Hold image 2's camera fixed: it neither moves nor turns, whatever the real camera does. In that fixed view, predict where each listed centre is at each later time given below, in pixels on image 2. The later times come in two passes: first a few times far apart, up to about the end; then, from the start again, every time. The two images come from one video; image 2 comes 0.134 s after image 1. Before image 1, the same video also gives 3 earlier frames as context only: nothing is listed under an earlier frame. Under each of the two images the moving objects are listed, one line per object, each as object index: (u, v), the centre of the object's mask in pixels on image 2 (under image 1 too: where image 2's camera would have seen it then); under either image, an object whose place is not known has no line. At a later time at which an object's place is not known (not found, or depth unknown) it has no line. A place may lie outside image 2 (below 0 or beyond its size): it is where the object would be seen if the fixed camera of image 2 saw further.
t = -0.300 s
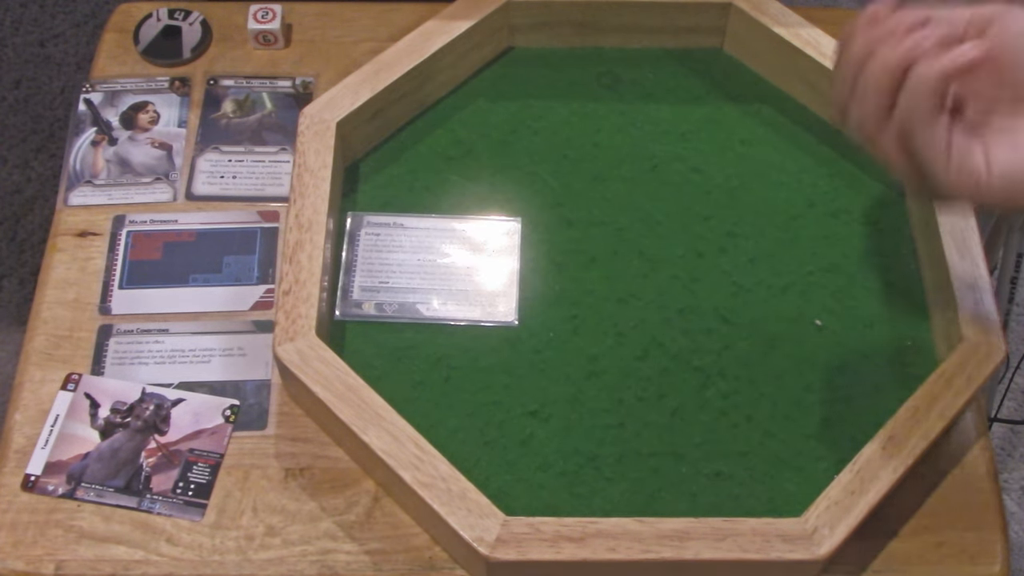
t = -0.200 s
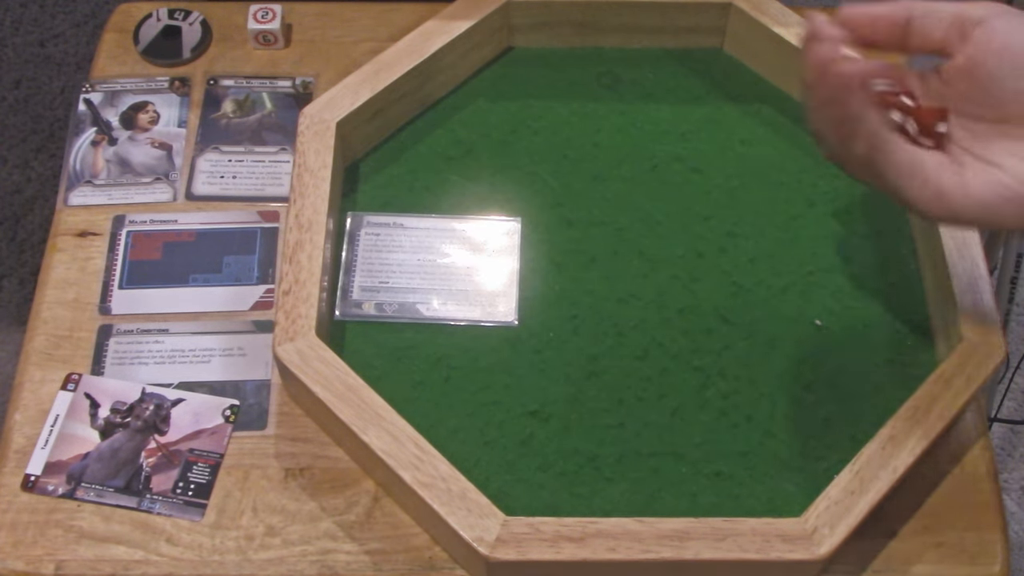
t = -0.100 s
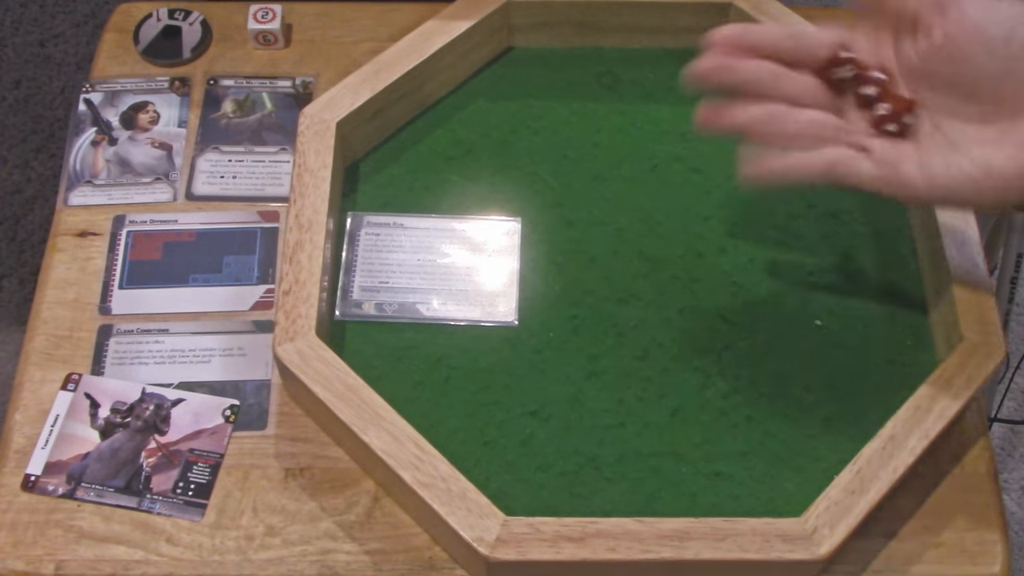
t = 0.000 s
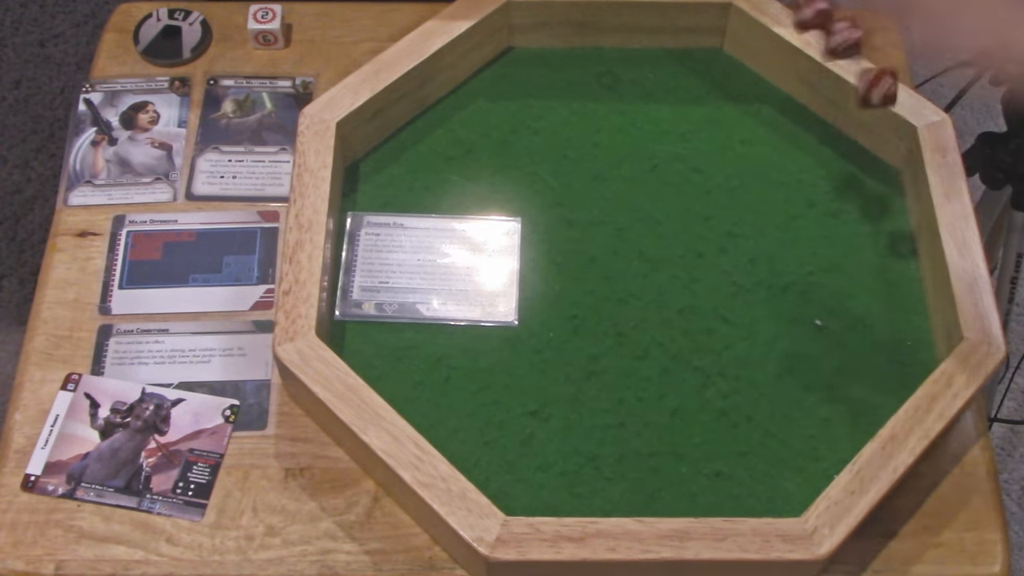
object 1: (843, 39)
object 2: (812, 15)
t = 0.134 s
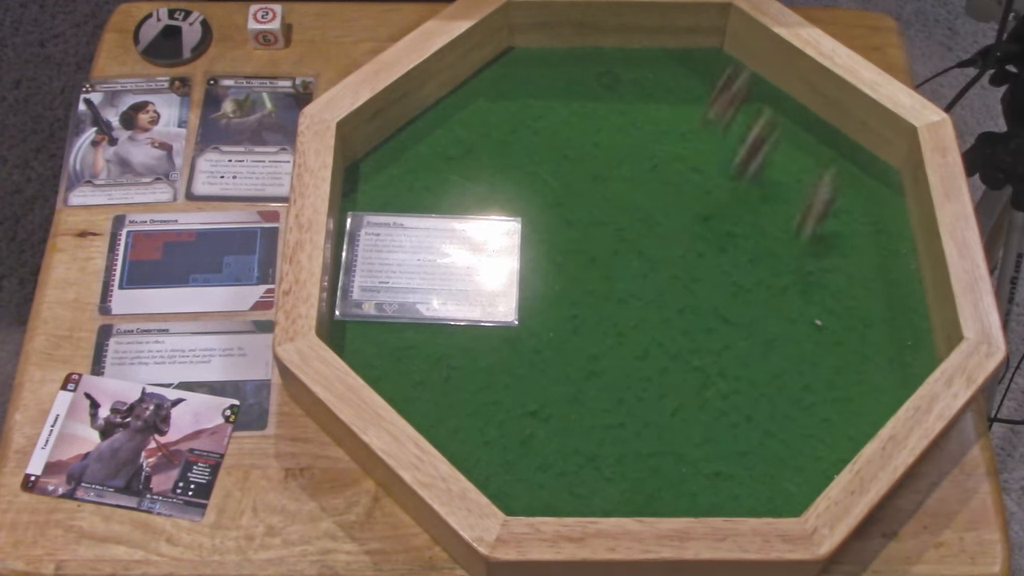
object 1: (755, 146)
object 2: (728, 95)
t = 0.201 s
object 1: (742, 146)
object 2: (701, 164)
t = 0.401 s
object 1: (748, 125)
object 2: (651, 276)
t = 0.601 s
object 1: (747, 129)
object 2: (623, 308)
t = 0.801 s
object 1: (749, 137)
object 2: (623, 308)
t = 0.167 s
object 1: (738, 172)
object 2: (718, 150)
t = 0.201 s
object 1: (742, 146)
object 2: (701, 164)
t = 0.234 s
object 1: (751, 134)
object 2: (696, 175)
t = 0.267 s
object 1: (757, 135)
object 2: (687, 204)
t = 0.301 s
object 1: (758, 127)
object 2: (682, 223)
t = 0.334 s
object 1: (757, 119)
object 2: (674, 243)
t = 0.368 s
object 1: (752, 123)
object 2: (664, 263)
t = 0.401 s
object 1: (748, 125)
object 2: (651, 276)
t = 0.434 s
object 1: (746, 128)
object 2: (640, 291)
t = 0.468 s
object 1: (746, 129)
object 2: (631, 298)
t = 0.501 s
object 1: (746, 129)
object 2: (626, 307)
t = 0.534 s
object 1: (747, 129)
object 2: (624, 311)
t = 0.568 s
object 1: (747, 129)
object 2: (623, 310)
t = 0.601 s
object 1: (747, 129)
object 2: (623, 308)
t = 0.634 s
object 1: (747, 130)
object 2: (623, 309)
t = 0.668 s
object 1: (748, 131)
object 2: (623, 308)
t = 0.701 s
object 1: (748, 135)
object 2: (623, 308)
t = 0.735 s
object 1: (749, 138)
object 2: (623, 308)
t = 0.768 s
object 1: (749, 138)
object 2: (623, 308)
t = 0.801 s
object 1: (749, 137)
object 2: (623, 308)
